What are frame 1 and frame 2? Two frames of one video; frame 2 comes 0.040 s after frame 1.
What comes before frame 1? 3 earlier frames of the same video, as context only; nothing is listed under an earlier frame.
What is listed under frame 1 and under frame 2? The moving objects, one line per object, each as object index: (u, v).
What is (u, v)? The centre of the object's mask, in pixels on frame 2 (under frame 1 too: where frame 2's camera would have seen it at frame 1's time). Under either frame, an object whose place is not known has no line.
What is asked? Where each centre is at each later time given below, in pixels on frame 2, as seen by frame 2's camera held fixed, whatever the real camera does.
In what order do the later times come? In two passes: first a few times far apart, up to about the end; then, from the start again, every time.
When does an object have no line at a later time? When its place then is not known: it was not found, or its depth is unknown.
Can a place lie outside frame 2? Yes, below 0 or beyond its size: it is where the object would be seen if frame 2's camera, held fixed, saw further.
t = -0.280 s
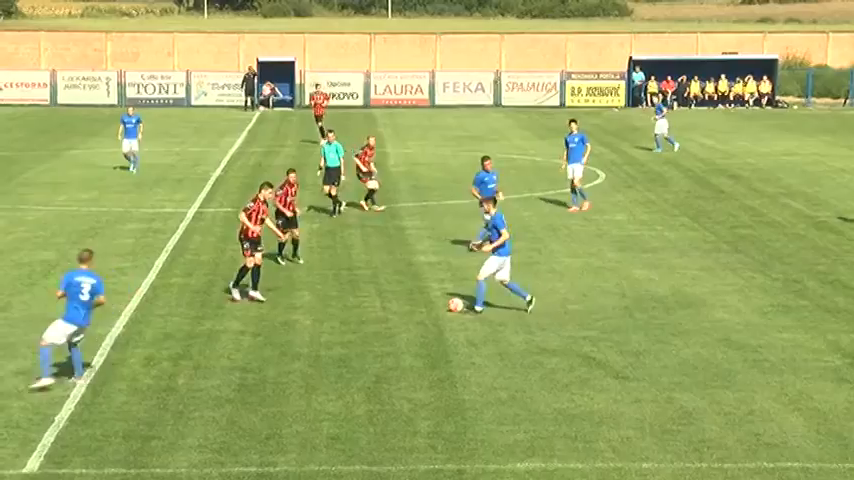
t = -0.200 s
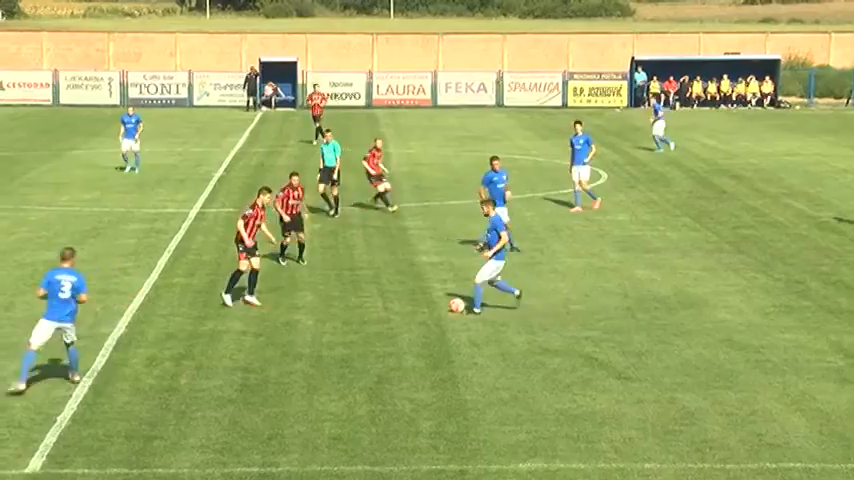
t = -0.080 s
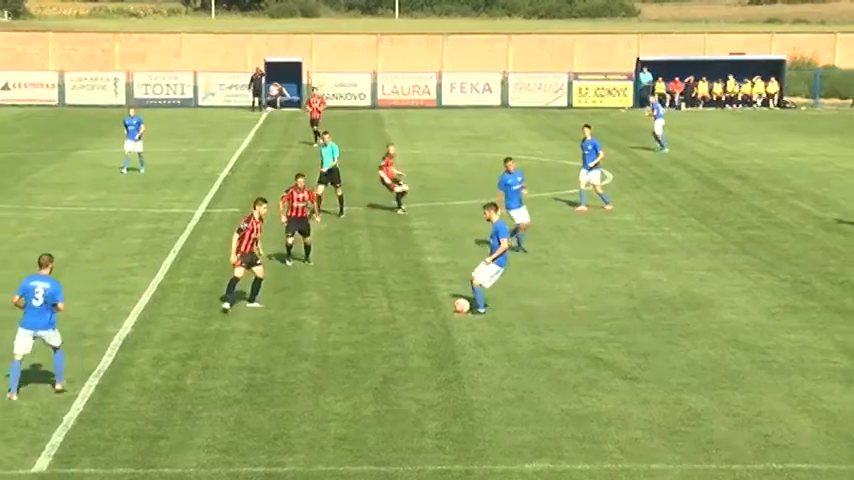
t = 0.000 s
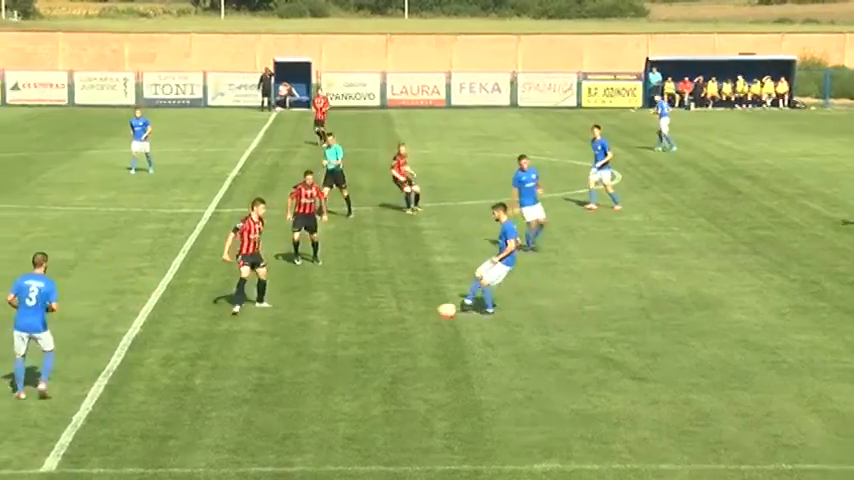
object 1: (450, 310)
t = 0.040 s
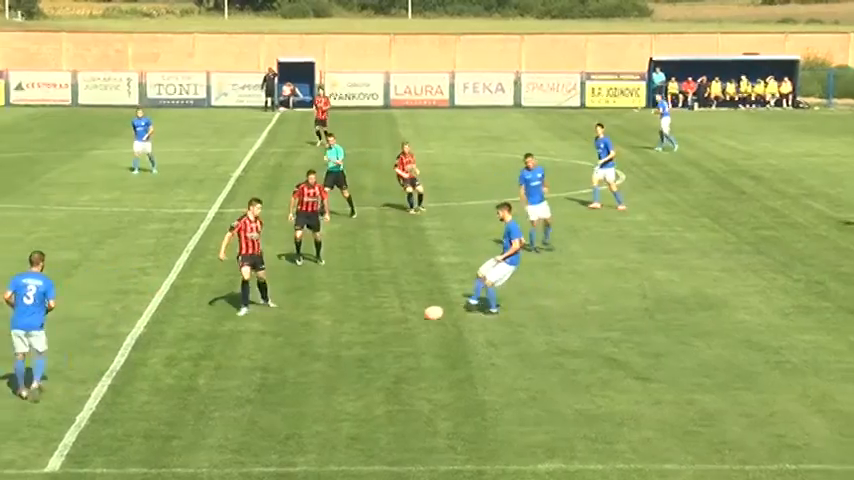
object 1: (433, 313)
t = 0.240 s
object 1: (352, 329)
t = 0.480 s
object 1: (268, 348)
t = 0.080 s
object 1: (416, 315)
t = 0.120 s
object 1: (399, 319)
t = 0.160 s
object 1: (382, 324)
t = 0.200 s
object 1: (367, 327)
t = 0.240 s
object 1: (352, 329)
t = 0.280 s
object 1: (337, 331)
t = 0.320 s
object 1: (323, 335)
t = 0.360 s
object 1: (308, 339)
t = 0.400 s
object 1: (295, 342)
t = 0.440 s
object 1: (282, 345)
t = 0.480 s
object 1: (268, 348)
